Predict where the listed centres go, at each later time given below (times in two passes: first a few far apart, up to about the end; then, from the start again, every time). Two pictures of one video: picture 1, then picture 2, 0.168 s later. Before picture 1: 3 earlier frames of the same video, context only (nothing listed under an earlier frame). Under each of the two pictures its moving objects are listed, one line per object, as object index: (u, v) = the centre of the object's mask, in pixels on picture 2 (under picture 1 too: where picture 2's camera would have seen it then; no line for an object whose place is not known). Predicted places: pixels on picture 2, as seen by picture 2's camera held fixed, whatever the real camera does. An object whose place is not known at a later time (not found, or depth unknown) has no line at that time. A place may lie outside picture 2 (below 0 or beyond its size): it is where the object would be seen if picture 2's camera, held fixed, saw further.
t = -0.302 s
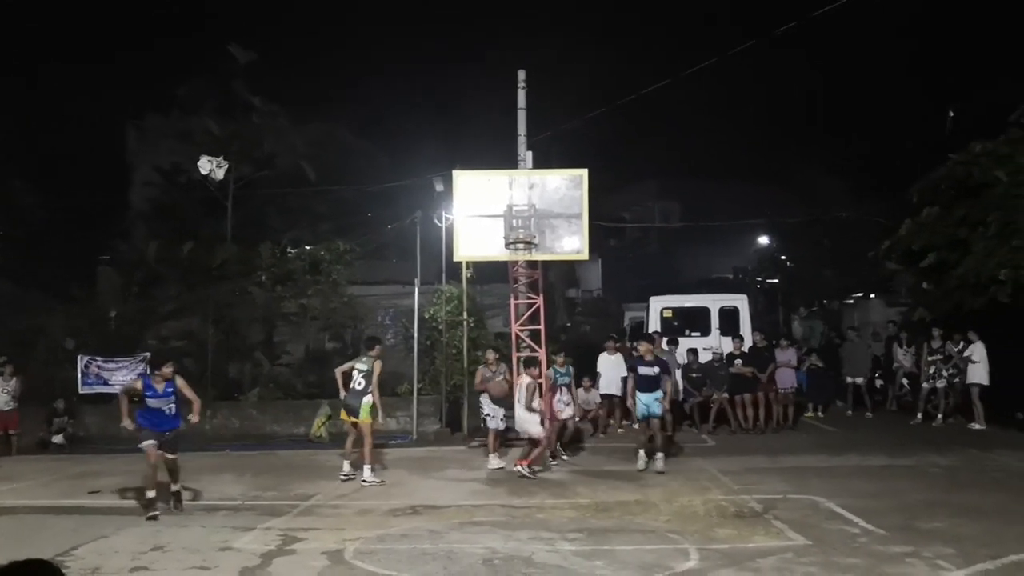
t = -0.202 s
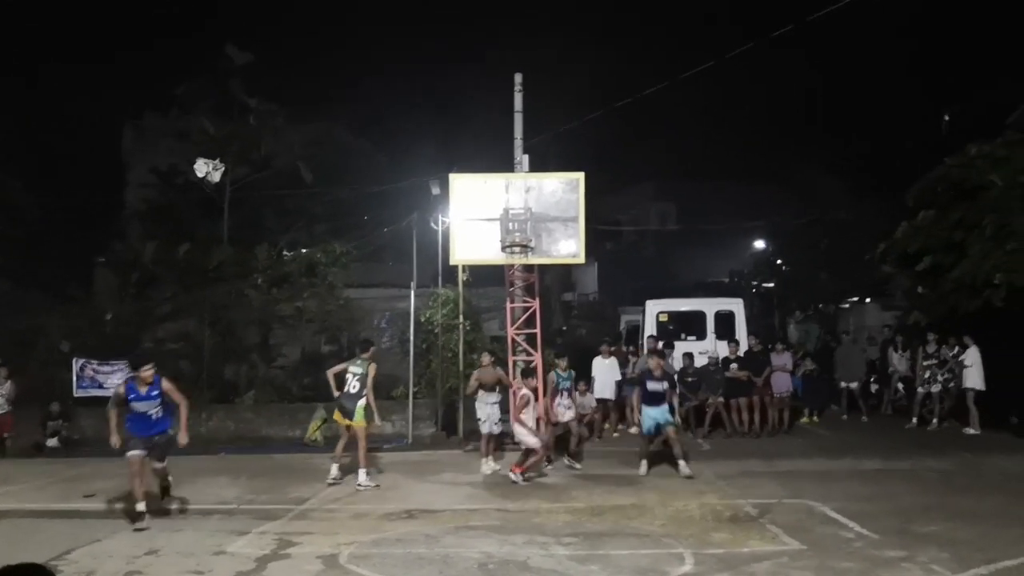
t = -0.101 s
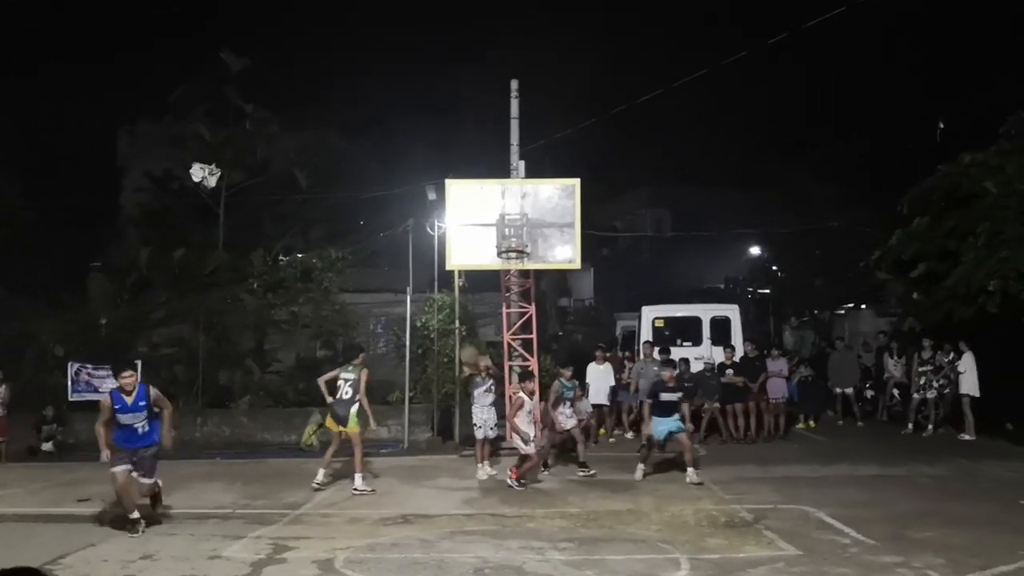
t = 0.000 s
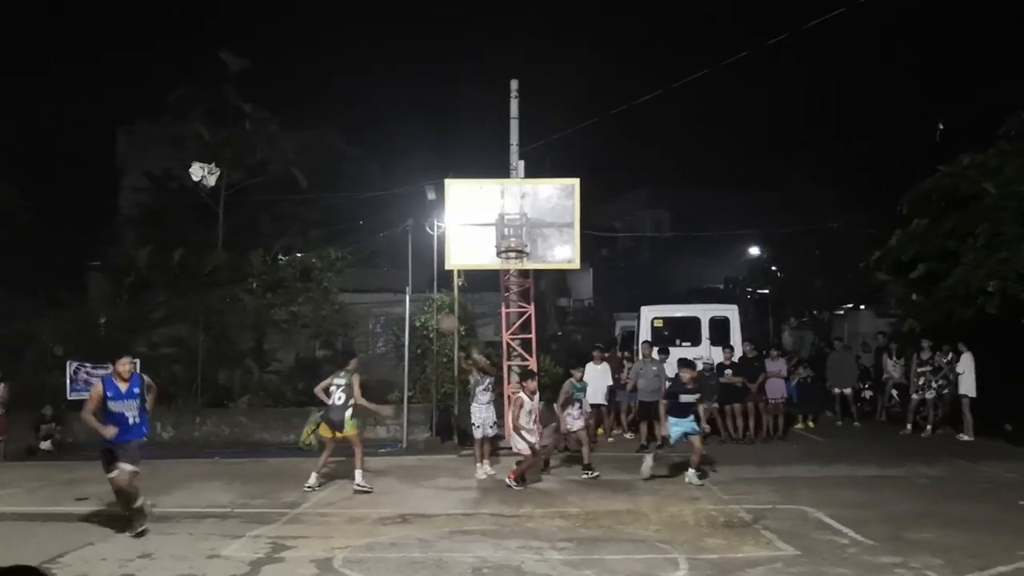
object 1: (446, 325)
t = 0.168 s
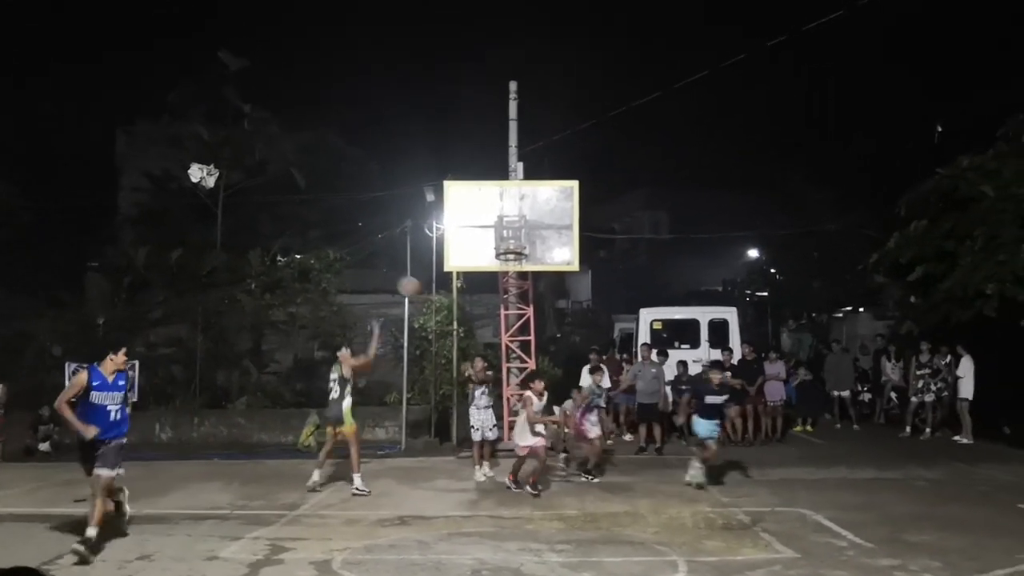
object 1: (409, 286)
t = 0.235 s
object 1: (391, 275)
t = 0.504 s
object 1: (305, 271)
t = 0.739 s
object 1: (200, 341)
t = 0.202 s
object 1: (398, 280)
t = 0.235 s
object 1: (391, 275)
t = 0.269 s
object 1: (382, 271)
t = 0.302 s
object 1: (372, 268)
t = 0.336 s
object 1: (362, 266)
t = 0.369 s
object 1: (352, 265)
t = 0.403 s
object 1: (341, 264)
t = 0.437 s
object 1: (330, 265)
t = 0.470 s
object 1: (318, 268)
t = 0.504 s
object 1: (305, 271)
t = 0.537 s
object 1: (292, 276)
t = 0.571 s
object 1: (279, 283)
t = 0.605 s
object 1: (265, 290)
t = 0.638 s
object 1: (250, 300)
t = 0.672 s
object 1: (234, 312)
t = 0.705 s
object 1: (217, 325)
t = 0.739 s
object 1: (200, 341)
